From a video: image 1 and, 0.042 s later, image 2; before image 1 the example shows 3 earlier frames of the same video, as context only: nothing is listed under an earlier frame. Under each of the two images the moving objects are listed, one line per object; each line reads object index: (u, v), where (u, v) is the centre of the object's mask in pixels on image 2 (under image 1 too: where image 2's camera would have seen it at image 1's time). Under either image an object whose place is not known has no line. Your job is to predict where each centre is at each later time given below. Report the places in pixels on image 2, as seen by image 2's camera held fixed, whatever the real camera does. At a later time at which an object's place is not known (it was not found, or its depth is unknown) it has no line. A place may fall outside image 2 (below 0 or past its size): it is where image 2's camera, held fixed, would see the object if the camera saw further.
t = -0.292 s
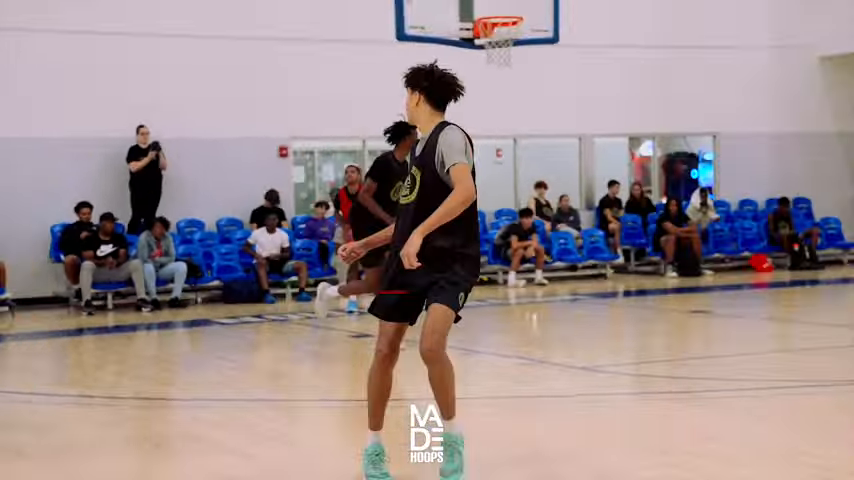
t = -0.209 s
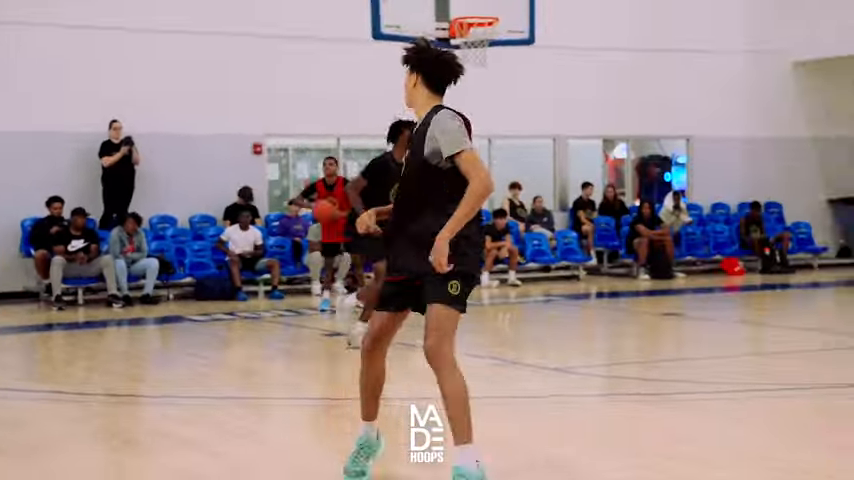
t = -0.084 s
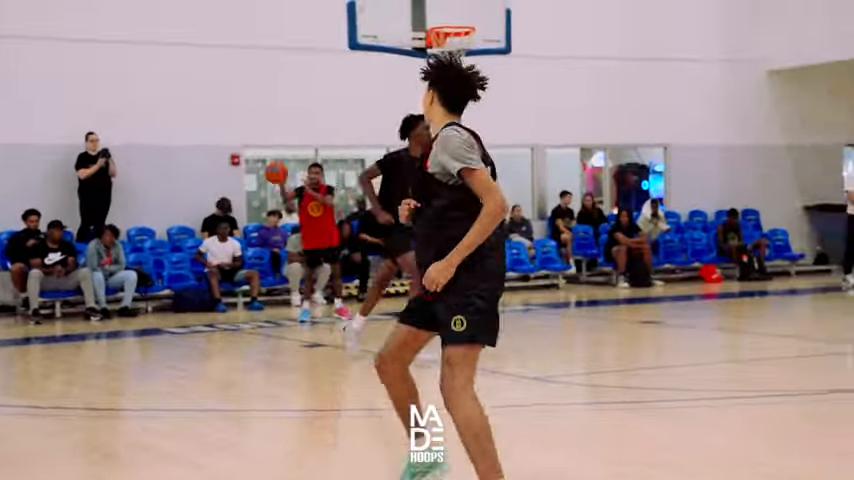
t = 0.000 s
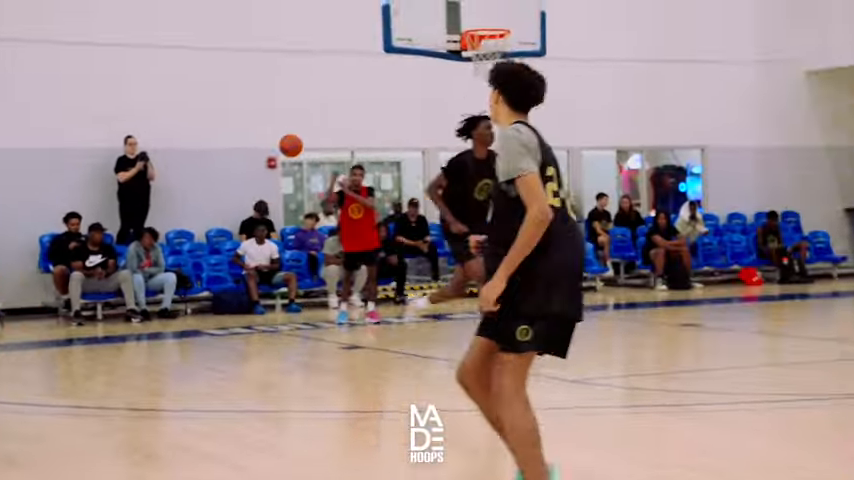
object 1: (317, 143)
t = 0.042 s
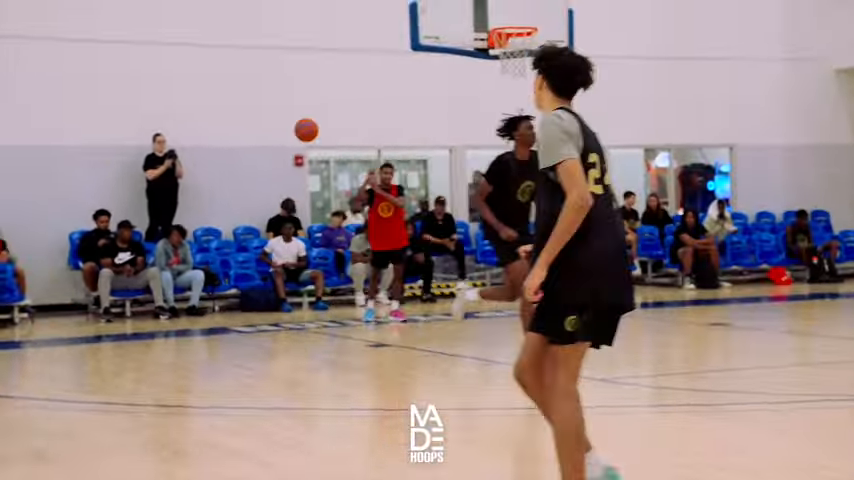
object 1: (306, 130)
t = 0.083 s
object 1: (294, 117)
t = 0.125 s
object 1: (283, 106)
